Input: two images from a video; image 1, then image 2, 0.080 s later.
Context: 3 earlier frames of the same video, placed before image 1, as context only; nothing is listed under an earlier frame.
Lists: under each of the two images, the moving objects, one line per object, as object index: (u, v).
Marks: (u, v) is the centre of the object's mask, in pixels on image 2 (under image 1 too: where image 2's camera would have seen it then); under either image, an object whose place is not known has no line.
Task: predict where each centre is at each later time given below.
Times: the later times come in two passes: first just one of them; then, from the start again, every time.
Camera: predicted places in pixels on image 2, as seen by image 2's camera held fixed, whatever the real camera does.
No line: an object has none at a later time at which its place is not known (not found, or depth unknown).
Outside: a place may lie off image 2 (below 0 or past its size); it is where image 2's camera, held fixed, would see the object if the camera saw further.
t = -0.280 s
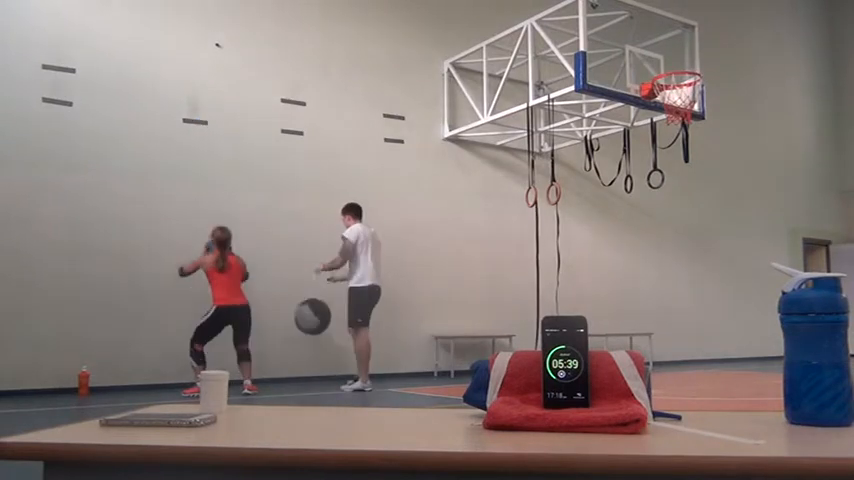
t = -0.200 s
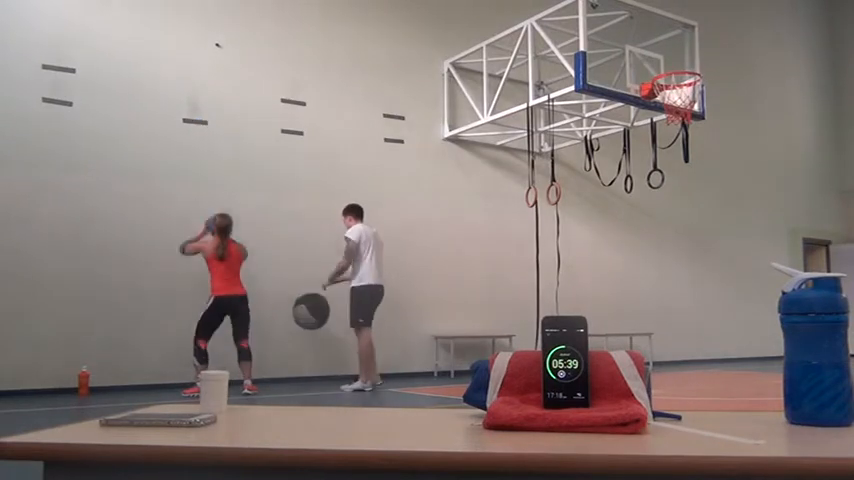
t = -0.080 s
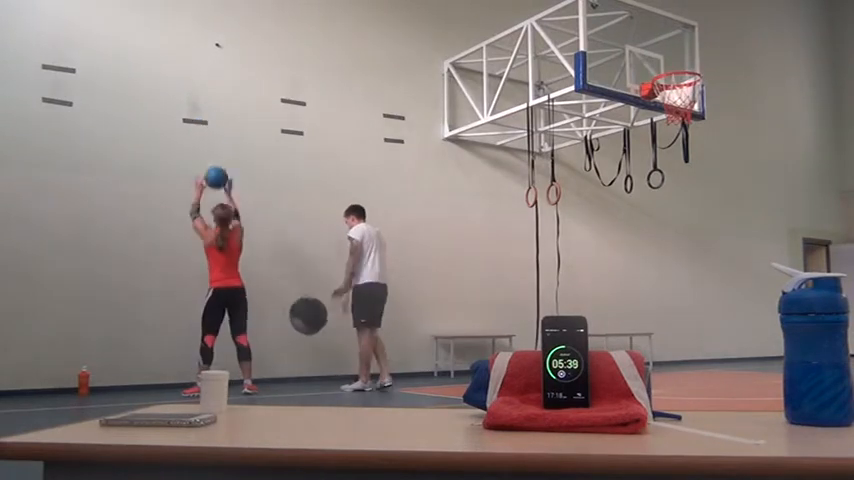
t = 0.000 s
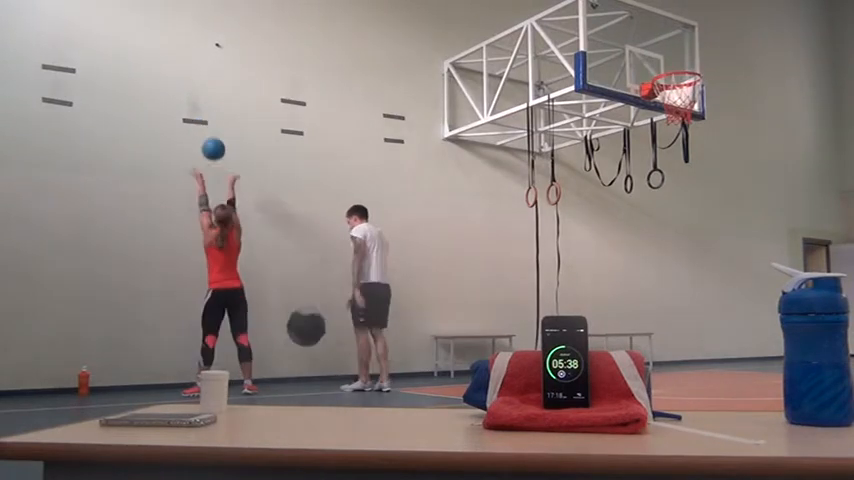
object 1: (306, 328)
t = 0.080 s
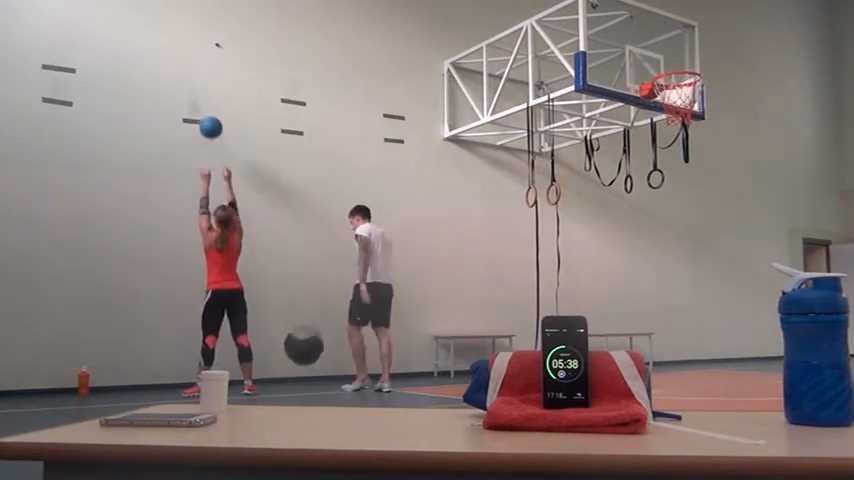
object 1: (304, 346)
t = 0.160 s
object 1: (301, 372)
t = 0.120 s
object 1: (303, 358)
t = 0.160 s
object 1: (301, 372)
